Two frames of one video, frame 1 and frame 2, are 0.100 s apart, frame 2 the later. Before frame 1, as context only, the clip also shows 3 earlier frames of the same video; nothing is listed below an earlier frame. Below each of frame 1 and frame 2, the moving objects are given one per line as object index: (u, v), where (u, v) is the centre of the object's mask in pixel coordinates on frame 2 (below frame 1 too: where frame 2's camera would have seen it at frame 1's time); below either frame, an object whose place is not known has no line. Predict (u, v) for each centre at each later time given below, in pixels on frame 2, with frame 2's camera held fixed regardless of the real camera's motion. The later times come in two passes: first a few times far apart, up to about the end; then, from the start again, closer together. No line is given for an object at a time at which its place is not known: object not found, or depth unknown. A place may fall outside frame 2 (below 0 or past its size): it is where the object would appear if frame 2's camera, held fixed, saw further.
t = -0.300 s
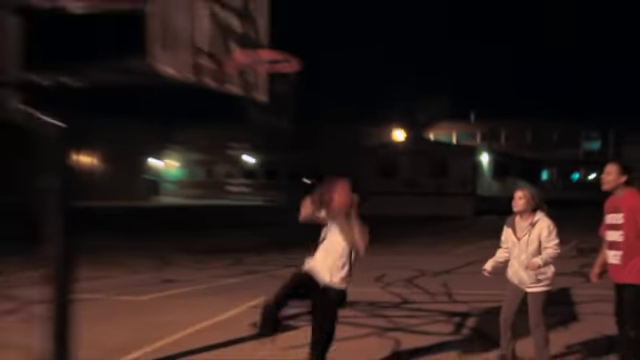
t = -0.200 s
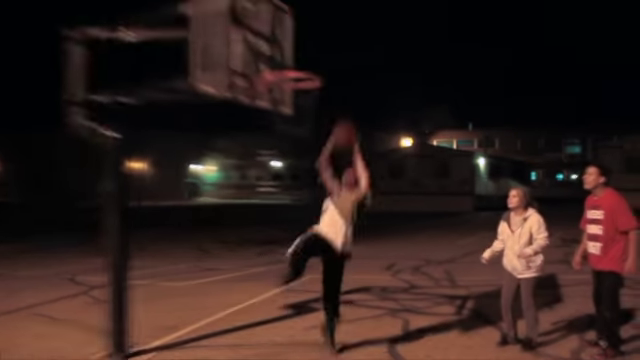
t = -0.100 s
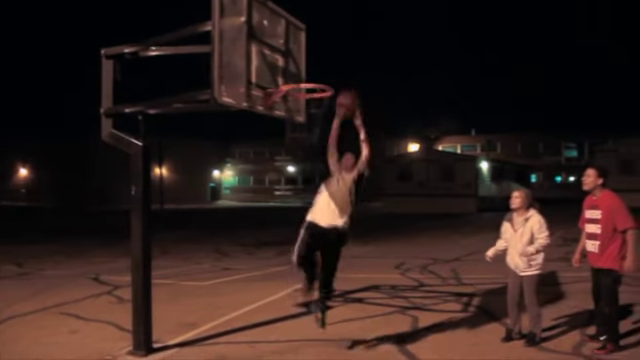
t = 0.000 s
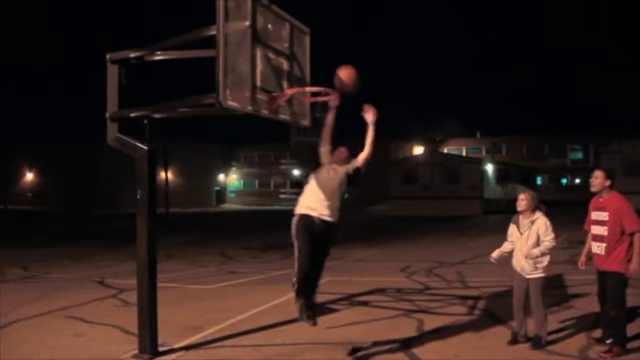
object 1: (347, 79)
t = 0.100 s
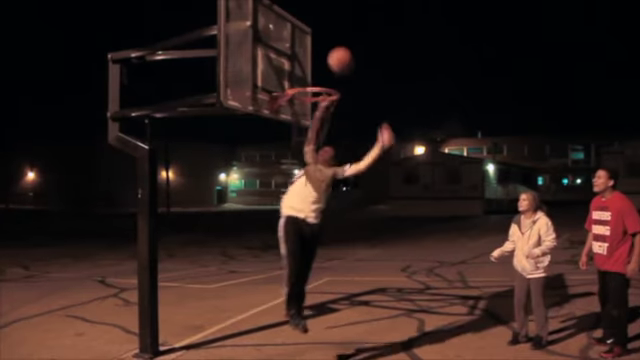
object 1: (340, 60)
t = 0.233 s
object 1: (330, 53)
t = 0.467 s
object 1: (314, 74)
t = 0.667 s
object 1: (303, 74)
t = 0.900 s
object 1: (295, 78)
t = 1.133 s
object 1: (308, 108)
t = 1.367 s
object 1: (321, 130)
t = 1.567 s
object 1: (322, 158)
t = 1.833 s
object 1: (323, 267)
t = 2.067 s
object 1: (320, 334)
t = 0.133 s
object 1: (338, 57)
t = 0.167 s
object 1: (335, 54)
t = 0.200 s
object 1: (333, 53)
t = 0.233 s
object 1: (330, 53)
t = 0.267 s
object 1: (328, 53)
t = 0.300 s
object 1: (326, 55)
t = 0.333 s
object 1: (324, 58)
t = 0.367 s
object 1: (321, 62)
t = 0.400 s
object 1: (318, 67)
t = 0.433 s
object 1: (315, 73)
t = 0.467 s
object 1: (314, 74)
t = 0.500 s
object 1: (312, 72)
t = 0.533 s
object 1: (310, 72)
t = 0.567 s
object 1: (308, 71)
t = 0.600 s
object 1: (306, 72)
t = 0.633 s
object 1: (305, 73)
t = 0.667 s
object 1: (303, 74)
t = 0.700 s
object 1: (303, 75)
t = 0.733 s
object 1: (298, 76)
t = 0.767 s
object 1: (297, 77)
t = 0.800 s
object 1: (297, 77)
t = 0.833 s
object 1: (295, 77)
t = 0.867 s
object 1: (295, 77)
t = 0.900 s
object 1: (295, 78)
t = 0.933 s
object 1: (296, 80)
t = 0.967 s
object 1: (297, 82)
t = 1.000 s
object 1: (298, 84)
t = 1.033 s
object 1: (303, 95)
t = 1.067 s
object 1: (303, 103)
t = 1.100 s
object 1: (306, 106)
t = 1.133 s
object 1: (308, 108)
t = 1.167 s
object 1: (308, 109)
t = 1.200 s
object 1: (310, 114)
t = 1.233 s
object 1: (313, 118)
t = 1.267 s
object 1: (315, 120)
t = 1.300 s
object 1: (317, 123)
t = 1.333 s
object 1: (319, 127)
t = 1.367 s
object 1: (321, 130)
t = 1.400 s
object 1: (320, 134)
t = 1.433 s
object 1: (321, 137)
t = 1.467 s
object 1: (321, 140)
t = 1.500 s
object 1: (321, 146)
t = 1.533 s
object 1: (321, 151)
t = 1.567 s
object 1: (322, 158)
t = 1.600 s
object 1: (322, 166)
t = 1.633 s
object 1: (323, 177)
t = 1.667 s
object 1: (322, 188)
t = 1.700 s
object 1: (322, 202)
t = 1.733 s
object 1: (322, 216)
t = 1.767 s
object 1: (322, 231)
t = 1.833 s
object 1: (323, 267)
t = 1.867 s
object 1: (323, 290)
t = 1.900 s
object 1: (324, 313)
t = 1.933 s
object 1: (326, 333)
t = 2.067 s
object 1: (320, 334)
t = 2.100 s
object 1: (318, 319)
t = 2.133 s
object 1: (315, 310)
